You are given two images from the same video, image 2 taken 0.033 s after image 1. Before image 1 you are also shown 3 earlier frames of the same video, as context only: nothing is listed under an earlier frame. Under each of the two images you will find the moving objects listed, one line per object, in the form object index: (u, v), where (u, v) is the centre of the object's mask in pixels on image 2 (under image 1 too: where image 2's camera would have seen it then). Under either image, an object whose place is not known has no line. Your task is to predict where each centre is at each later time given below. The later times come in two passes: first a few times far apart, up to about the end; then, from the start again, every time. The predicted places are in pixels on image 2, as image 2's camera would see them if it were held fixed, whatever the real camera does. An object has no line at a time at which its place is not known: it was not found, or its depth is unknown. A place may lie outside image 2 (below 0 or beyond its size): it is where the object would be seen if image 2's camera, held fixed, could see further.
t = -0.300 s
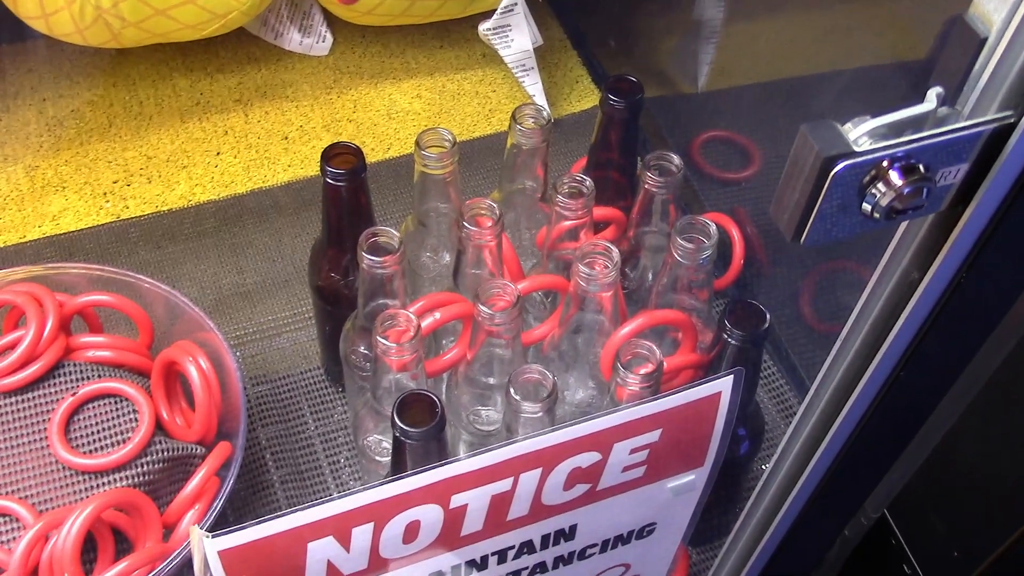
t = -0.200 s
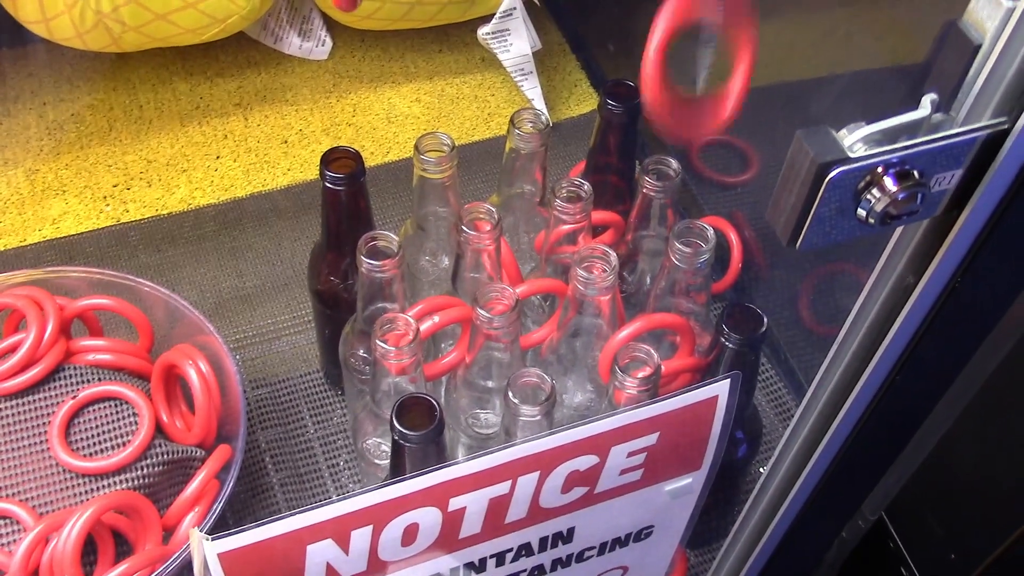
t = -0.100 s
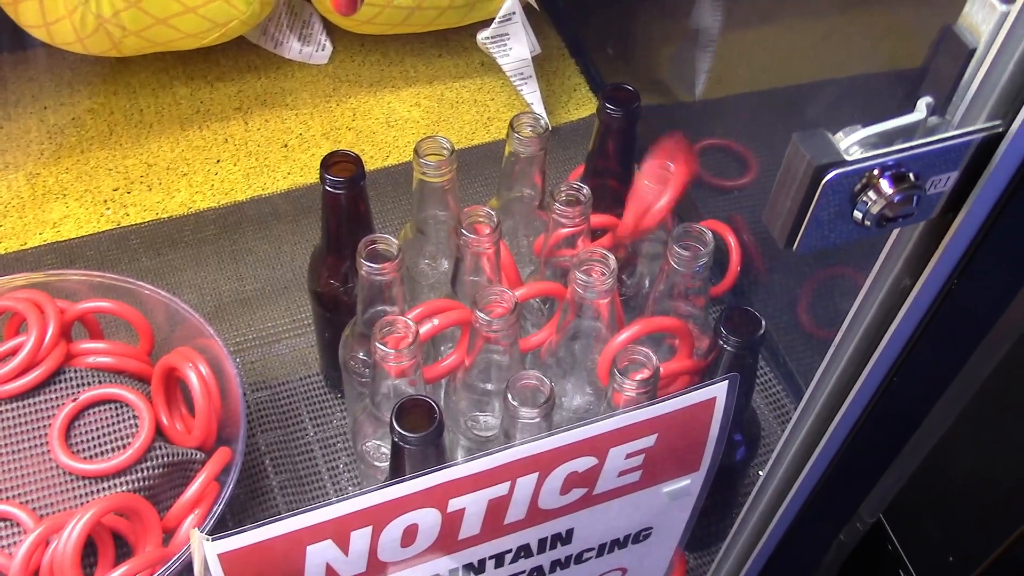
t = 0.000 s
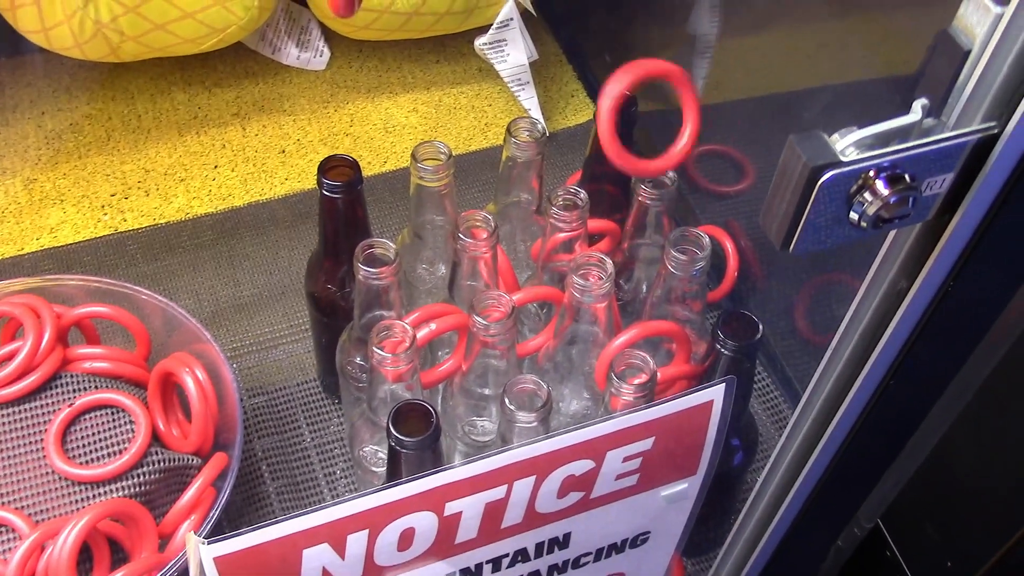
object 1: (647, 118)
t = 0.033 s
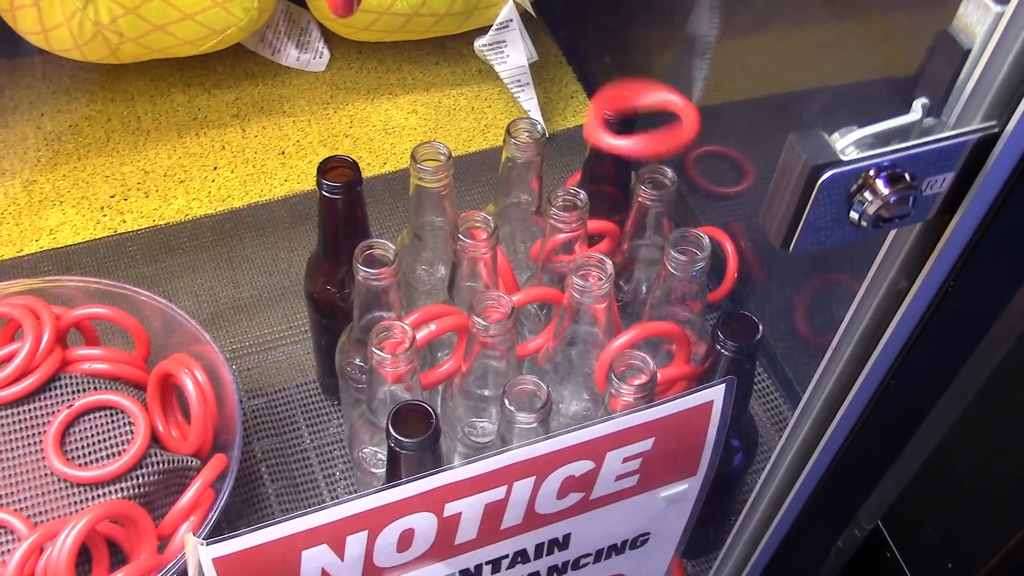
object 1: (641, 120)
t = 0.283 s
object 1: (533, 97)
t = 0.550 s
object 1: (473, 113)
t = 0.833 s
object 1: (406, 80)
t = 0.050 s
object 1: (635, 127)
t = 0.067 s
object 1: (629, 138)
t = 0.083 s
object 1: (622, 148)
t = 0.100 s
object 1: (613, 161)
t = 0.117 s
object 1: (607, 171)
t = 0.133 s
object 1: (599, 156)
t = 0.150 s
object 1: (593, 137)
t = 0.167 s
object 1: (586, 122)
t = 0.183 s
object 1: (576, 108)
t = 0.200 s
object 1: (568, 102)
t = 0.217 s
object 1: (561, 98)
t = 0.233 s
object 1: (552, 96)
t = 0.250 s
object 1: (543, 99)
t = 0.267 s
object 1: (537, 101)
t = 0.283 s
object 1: (533, 97)
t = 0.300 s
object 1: (538, 78)
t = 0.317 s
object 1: (535, 75)
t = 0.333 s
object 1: (539, 85)
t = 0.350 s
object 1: (531, 95)
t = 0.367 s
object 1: (520, 113)
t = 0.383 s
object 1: (501, 113)
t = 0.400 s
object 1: (497, 128)
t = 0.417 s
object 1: (491, 148)
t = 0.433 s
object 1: (488, 167)
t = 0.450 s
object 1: (488, 173)
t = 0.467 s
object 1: (487, 173)
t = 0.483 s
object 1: (486, 169)
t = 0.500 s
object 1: (487, 150)
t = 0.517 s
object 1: (486, 132)
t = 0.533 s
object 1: (480, 121)
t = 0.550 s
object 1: (473, 113)
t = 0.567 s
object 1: (465, 107)
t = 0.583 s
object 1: (458, 103)
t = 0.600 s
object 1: (452, 102)
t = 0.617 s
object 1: (445, 102)
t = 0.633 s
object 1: (437, 104)
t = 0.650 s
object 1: (431, 106)
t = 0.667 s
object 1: (428, 96)
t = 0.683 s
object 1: (426, 88)
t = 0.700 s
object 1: (424, 82)
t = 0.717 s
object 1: (422, 80)
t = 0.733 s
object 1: (420, 79)
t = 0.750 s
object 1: (418, 80)
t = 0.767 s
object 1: (416, 85)
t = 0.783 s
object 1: (415, 89)
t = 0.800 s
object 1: (411, 85)
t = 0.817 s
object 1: (409, 81)
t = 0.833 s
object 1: (406, 80)
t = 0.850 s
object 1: (403, 80)
